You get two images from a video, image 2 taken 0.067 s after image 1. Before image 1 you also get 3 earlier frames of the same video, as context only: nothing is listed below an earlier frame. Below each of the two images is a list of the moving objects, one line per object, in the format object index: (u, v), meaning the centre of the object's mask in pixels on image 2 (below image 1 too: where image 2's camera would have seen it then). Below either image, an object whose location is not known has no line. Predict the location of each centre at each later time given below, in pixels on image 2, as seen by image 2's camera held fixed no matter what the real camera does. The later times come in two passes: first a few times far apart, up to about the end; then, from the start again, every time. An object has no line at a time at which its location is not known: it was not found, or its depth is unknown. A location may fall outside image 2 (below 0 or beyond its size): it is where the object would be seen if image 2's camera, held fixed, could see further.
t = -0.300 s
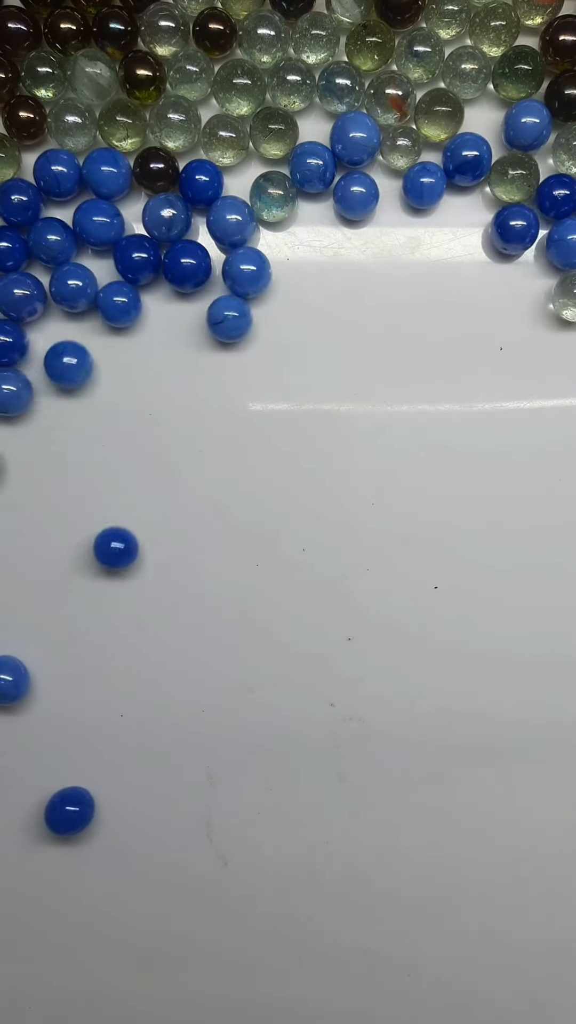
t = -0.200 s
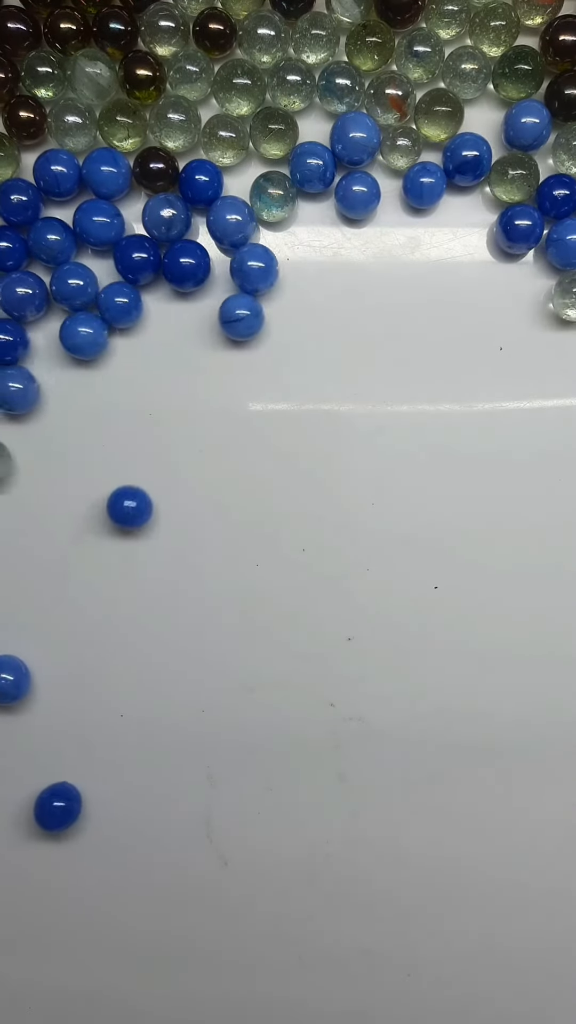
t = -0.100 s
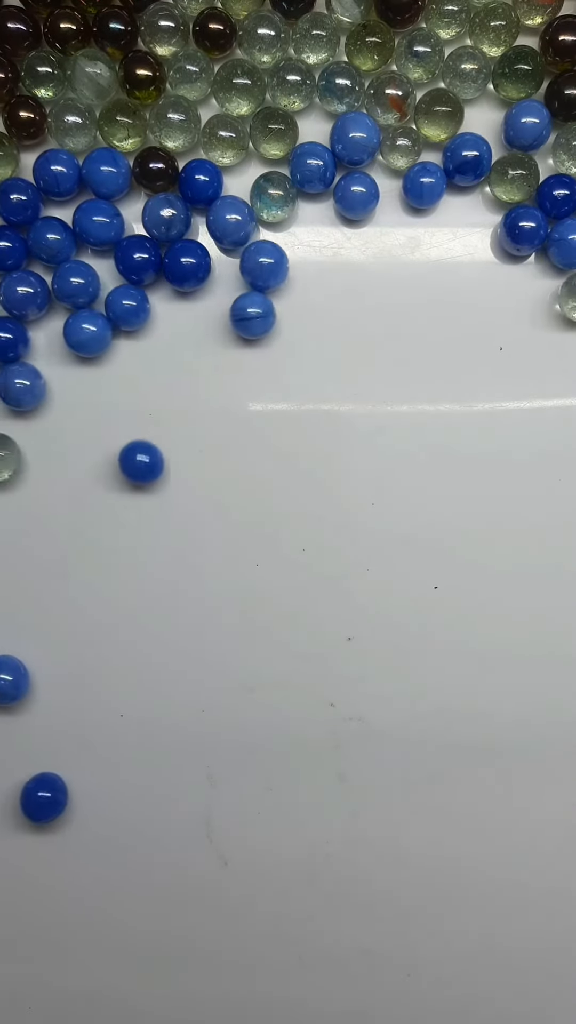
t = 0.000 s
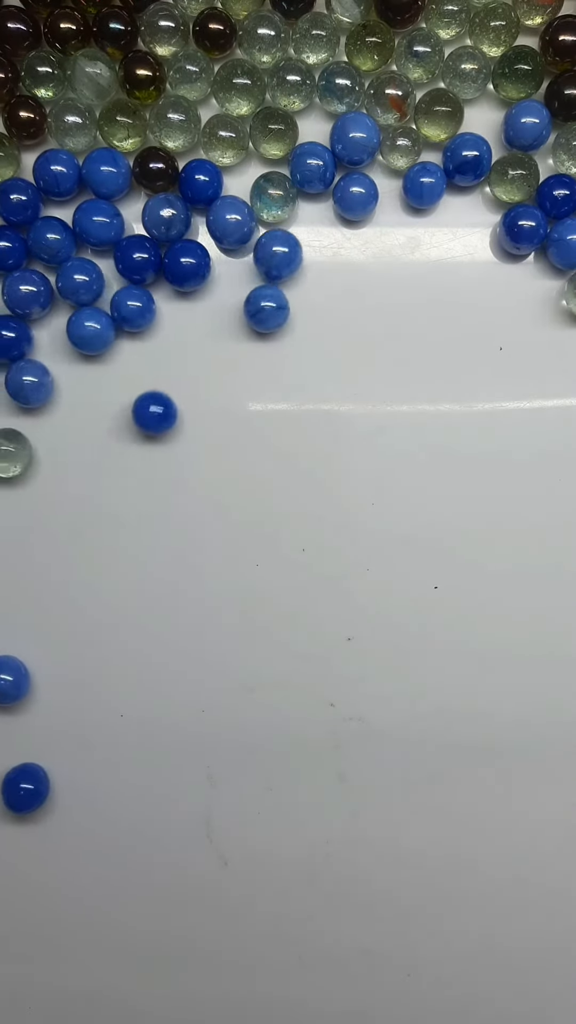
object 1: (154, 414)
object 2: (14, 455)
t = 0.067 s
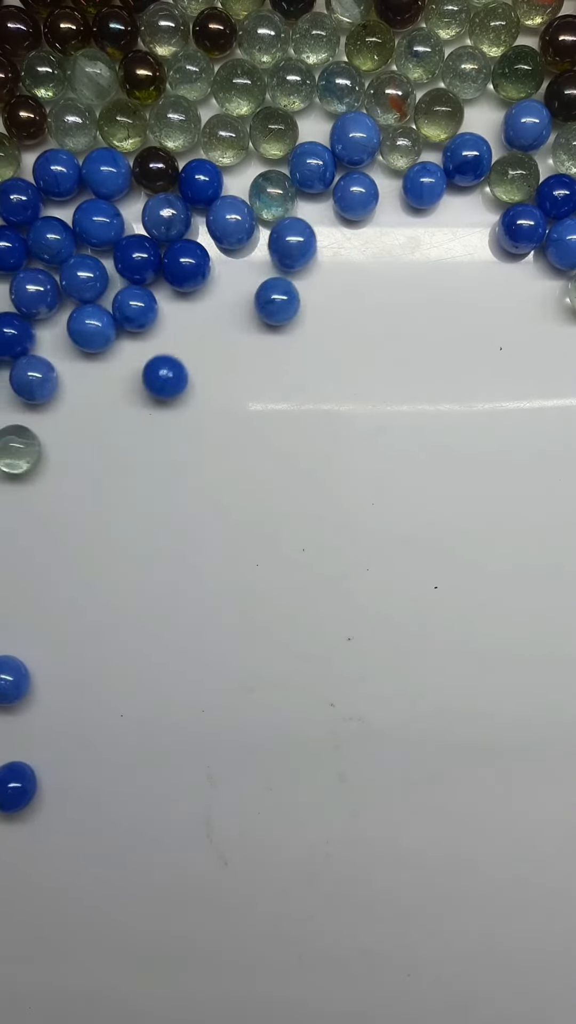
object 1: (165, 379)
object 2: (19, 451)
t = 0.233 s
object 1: (201, 316)
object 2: (42, 445)
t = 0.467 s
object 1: (267, 283)
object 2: (77, 417)
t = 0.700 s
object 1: (293, 239)
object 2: (125, 383)
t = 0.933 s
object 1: (293, 238)
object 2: (186, 337)
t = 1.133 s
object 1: (294, 237)
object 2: (231, 314)
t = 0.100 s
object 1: (169, 360)
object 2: (23, 450)
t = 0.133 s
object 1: (174, 341)
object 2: (27, 448)
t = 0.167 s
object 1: (182, 324)
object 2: (32, 448)
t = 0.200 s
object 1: (192, 317)
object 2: (38, 447)
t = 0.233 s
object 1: (201, 316)
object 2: (42, 445)
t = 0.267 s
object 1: (211, 314)
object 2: (47, 442)
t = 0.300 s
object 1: (219, 311)
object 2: (52, 439)
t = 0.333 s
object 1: (228, 307)
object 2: (57, 436)
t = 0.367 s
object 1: (238, 301)
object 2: (61, 432)
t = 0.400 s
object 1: (247, 296)
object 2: (66, 427)
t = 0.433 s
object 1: (257, 290)
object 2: (71, 421)
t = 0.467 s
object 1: (267, 283)
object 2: (77, 417)
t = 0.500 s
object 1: (278, 275)
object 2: (82, 413)
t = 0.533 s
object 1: (283, 268)
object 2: (88, 409)
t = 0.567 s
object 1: (286, 261)
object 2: (95, 404)
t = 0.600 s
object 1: (290, 254)
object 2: (102, 399)
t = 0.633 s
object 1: (294, 245)
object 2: (110, 395)
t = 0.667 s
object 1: (294, 240)
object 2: (117, 389)
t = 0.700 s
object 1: (293, 239)
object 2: (125, 383)
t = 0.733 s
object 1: (293, 238)
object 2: (133, 376)
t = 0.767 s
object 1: (293, 238)
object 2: (141, 369)
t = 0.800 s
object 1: (293, 238)
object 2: (148, 360)
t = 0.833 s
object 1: (293, 238)
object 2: (157, 354)
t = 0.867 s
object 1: (293, 238)
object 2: (167, 349)
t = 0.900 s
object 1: (293, 238)
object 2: (176, 343)
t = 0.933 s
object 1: (293, 238)
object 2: (186, 337)
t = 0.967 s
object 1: (293, 238)
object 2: (196, 329)
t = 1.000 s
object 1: (293, 237)
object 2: (206, 321)
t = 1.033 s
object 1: (293, 237)
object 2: (215, 315)
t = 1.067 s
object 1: (293, 237)
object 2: (220, 315)
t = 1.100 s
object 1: (293, 237)
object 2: (225, 314)
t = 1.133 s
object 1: (294, 237)
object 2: (231, 314)
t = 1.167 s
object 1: (294, 237)
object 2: (235, 313)
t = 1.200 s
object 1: (294, 237)
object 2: (239, 313)
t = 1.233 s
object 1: (294, 236)
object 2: (242, 314)
